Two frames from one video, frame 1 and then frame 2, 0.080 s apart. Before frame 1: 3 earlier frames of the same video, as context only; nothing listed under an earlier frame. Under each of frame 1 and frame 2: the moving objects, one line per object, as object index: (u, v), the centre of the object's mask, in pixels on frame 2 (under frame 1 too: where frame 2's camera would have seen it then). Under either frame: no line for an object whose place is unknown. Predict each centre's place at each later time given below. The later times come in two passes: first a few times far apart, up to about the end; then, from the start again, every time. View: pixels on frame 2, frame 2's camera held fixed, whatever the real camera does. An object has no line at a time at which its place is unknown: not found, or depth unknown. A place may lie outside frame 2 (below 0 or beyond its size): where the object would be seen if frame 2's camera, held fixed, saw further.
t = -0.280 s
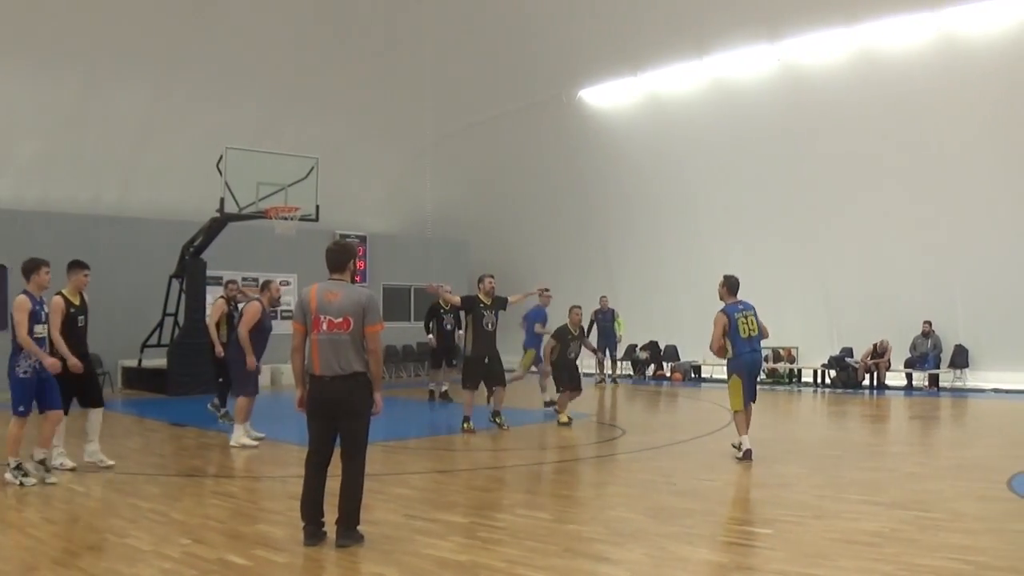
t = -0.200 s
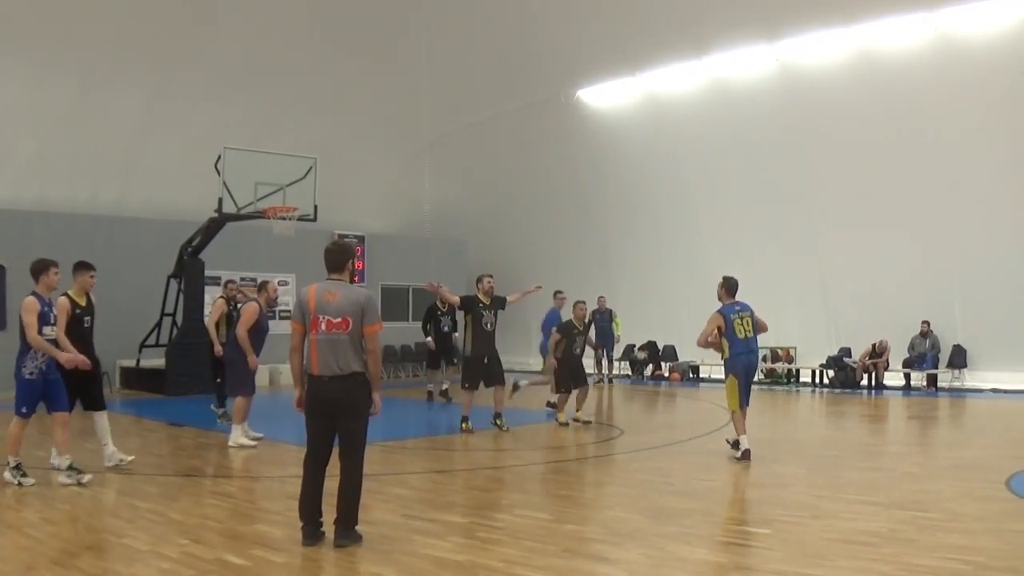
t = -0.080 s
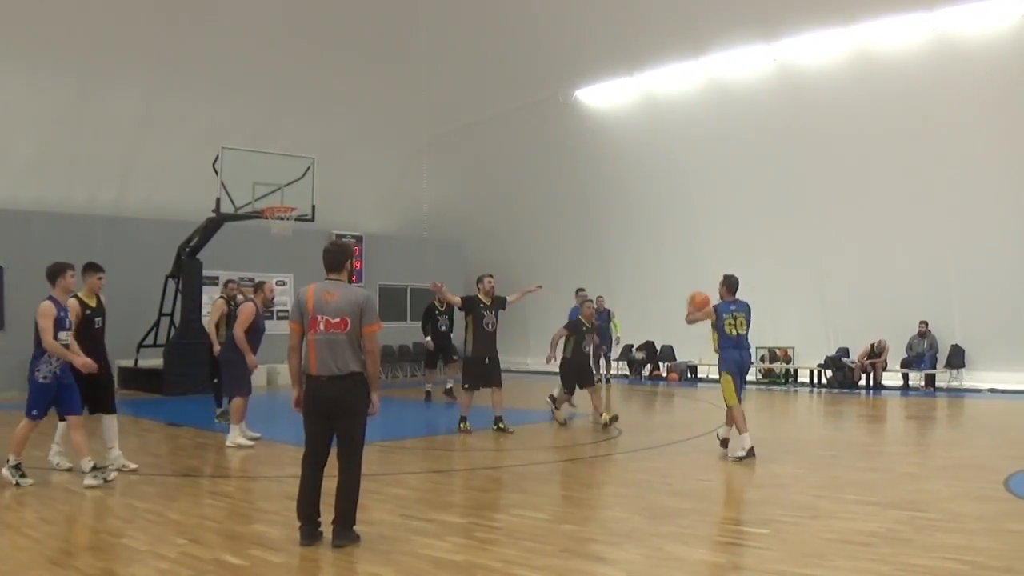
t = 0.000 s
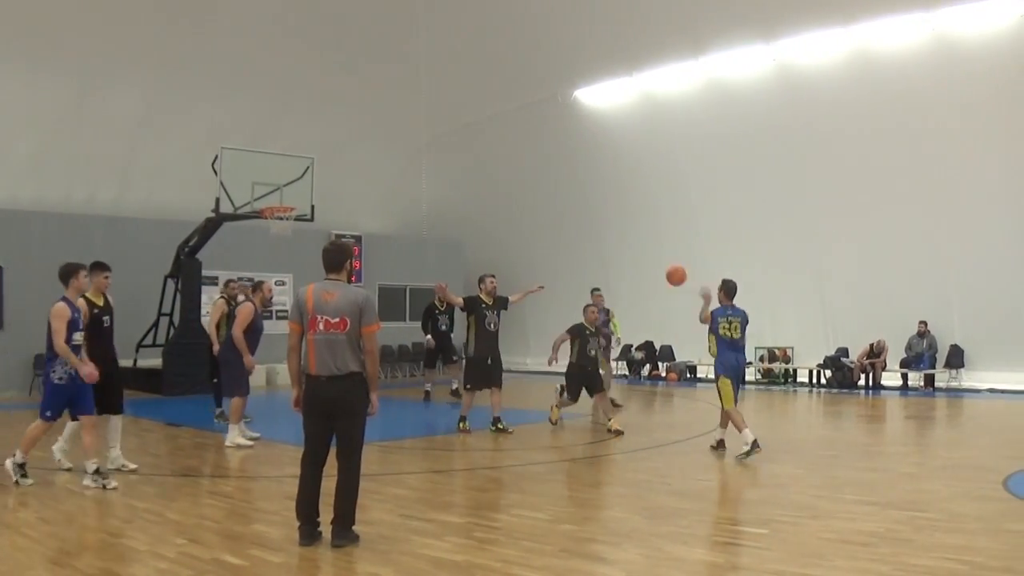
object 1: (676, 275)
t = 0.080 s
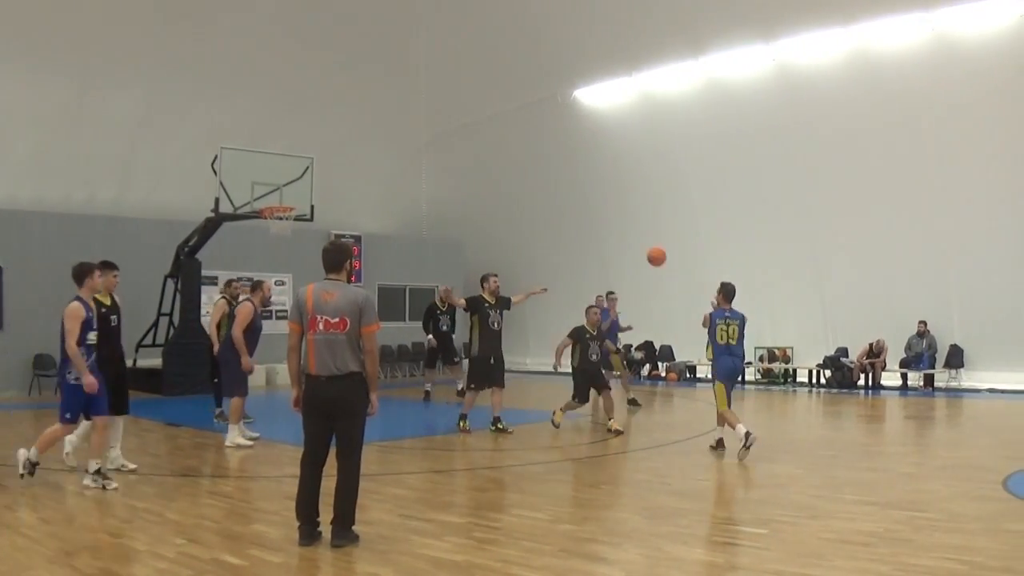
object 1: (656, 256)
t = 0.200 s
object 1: (632, 240)
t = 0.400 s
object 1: (602, 240)
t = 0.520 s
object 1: (588, 251)
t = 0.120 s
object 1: (647, 249)
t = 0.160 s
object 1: (639, 244)
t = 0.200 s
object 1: (632, 240)
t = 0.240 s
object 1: (625, 238)
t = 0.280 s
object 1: (619, 237)
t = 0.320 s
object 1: (612, 237)
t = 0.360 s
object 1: (607, 238)
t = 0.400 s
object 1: (602, 240)
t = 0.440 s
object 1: (597, 243)
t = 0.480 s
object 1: (592, 247)
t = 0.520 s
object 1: (588, 251)
